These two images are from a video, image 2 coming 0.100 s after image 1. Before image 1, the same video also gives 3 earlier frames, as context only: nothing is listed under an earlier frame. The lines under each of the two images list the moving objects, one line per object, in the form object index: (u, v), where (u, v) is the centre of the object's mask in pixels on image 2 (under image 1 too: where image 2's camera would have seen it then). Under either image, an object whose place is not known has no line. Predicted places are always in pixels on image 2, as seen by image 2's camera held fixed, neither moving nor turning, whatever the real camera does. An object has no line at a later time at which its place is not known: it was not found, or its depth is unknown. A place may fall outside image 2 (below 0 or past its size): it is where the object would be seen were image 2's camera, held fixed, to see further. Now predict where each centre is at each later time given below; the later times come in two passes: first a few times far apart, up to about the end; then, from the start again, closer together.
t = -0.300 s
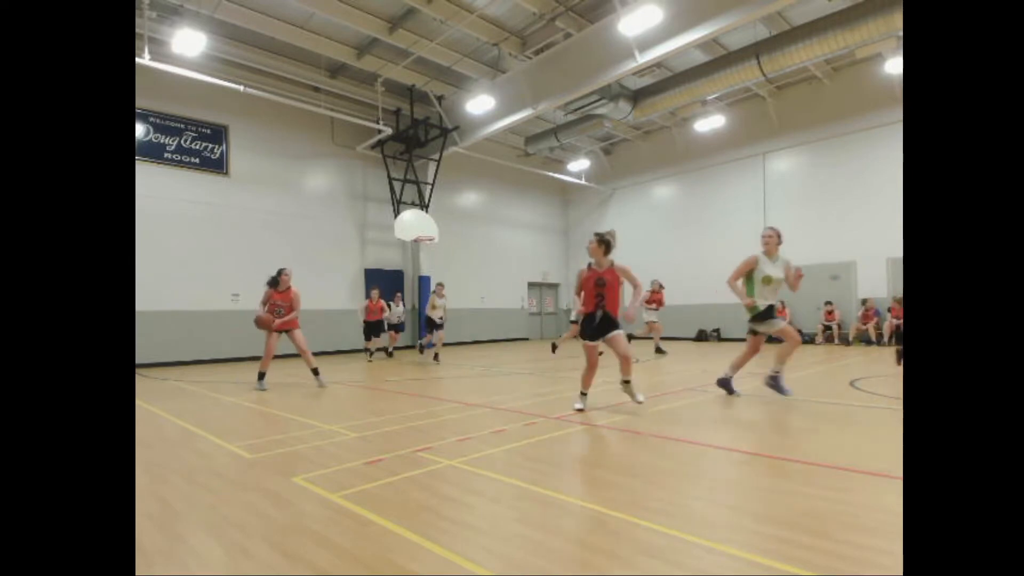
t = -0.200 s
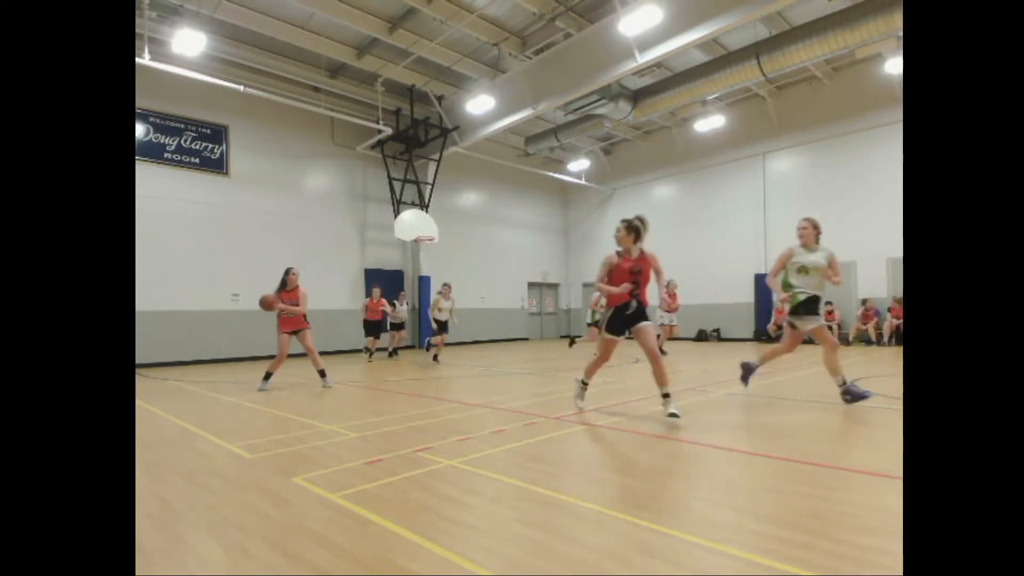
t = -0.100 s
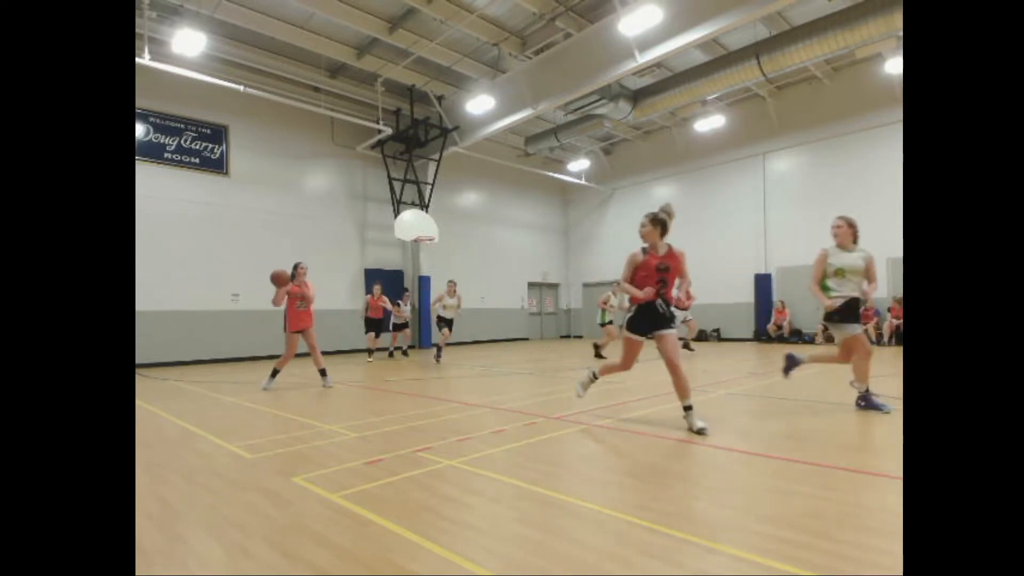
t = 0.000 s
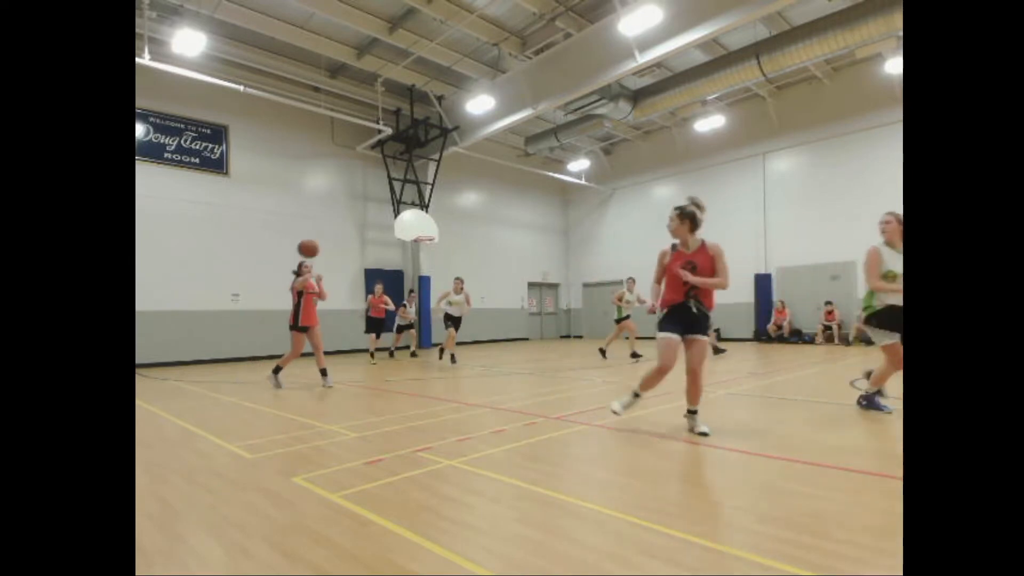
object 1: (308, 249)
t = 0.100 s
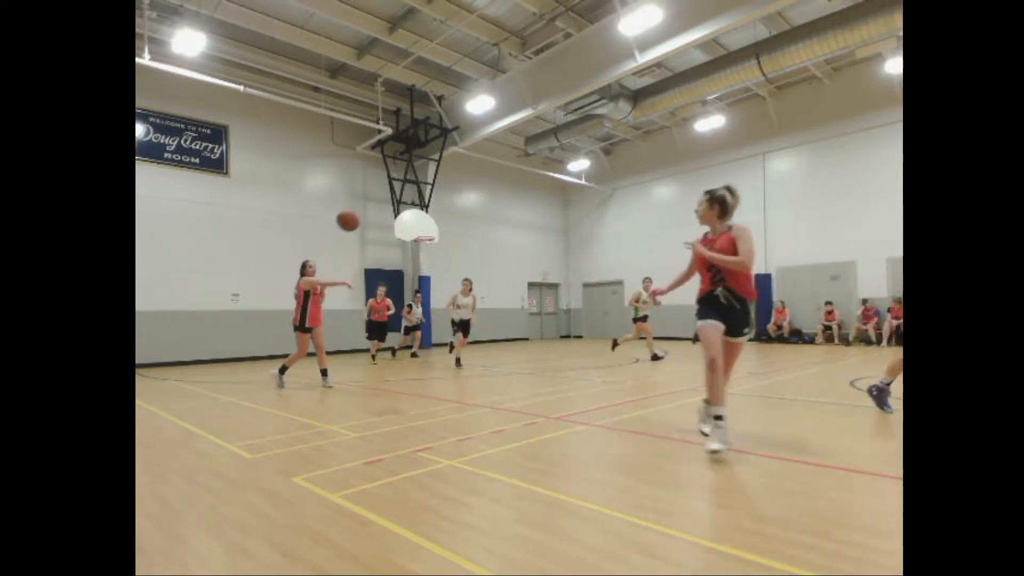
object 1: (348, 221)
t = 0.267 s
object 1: (438, 181)
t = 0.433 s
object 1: (584, 154)
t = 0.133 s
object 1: (363, 212)
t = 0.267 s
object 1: (438, 181)
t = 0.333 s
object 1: (487, 169)
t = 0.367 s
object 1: (515, 164)
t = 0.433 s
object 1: (584, 154)
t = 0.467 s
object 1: (623, 153)
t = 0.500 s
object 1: (670, 152)
